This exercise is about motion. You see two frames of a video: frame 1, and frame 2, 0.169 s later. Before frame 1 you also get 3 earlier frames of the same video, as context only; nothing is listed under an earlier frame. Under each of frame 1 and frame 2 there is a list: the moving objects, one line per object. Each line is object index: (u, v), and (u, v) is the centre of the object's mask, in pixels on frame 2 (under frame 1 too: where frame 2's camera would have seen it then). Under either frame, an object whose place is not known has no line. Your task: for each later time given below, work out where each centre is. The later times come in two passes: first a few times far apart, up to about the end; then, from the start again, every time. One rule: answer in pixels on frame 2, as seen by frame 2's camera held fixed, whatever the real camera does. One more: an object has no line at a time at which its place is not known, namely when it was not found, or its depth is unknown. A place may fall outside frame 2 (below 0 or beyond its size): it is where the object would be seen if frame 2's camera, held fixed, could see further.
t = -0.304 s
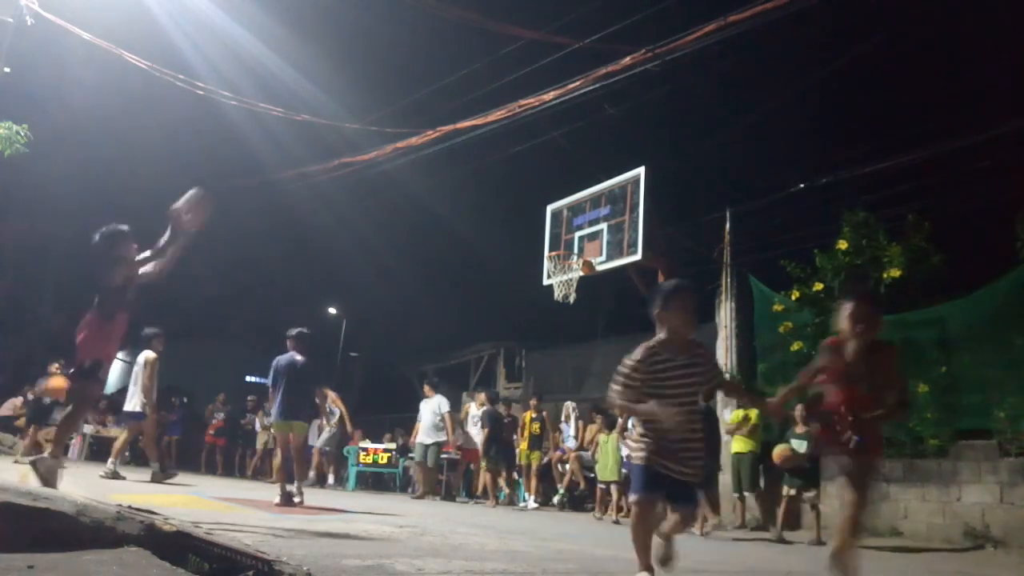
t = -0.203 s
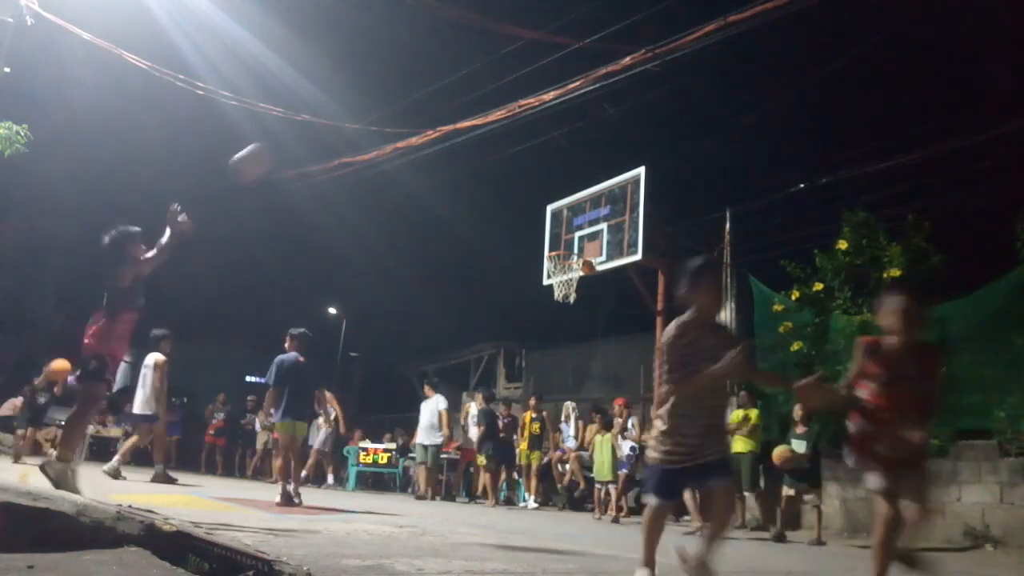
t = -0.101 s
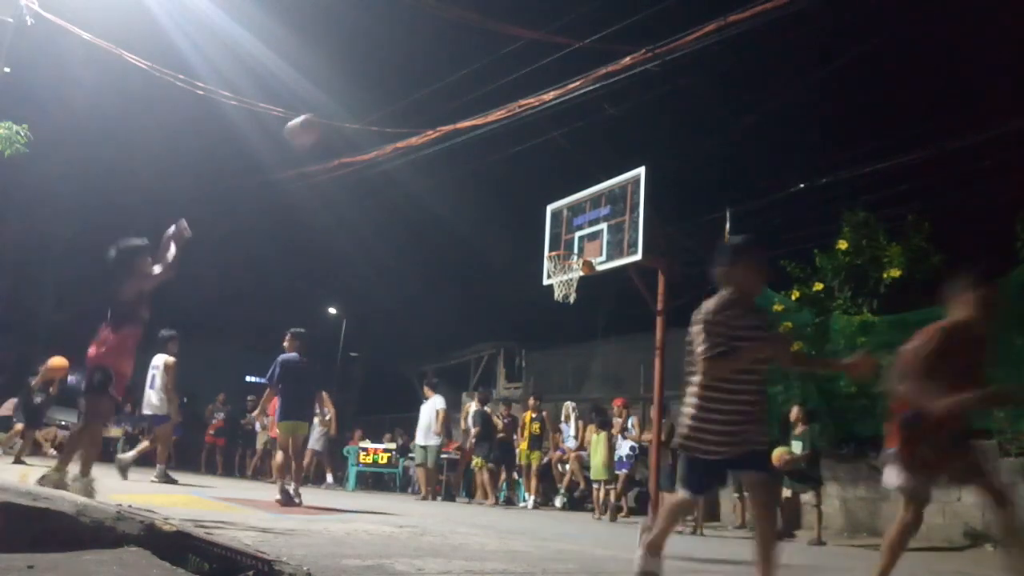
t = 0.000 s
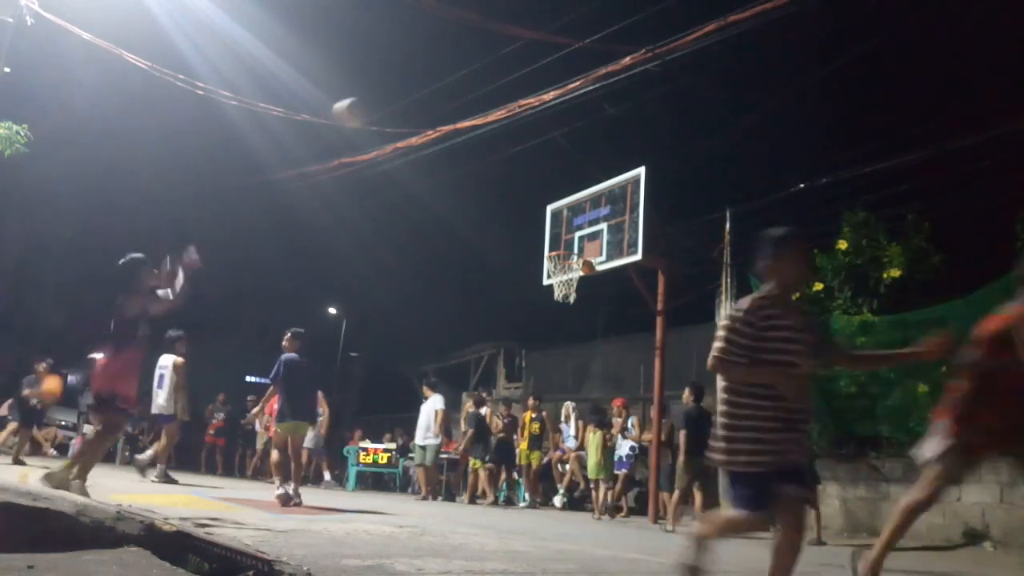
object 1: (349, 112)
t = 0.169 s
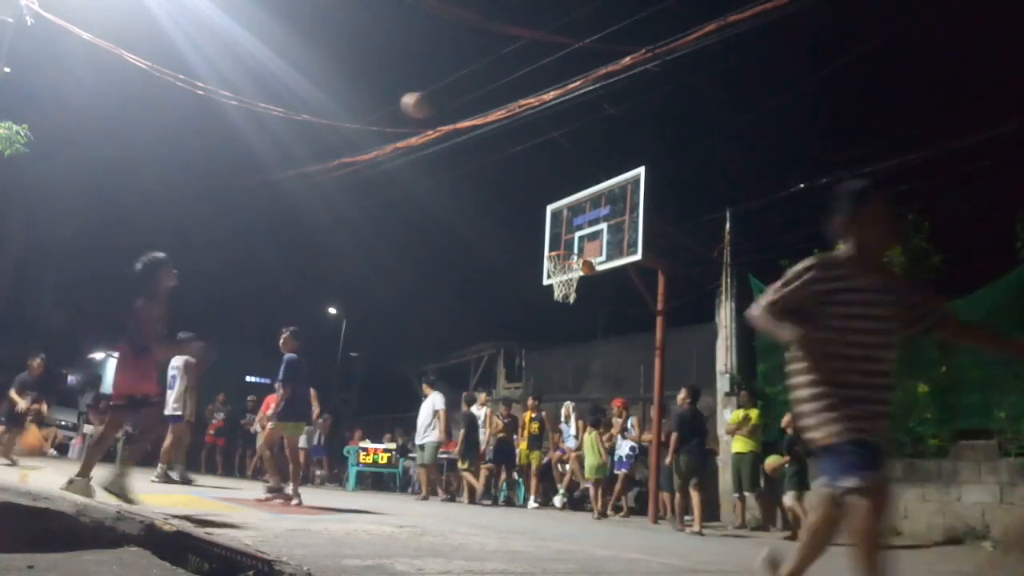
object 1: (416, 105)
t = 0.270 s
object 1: (448, 111)
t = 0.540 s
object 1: (526, 170)
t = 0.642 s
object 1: (551, 204)
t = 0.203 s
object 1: (427, 106)
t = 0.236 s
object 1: (437, 109)
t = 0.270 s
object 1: (448, 111)
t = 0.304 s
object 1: (459, 116)
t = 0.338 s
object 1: (470, 121)
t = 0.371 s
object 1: (480, 128)
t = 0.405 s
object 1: (491, 136)
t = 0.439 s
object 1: (499, 142)
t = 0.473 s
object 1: (510, 151)
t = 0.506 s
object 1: (517, 160)
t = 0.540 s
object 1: (526, 170)
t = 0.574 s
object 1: (536, 181)
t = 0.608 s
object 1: (543, 192)
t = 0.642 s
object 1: (551, 204)
